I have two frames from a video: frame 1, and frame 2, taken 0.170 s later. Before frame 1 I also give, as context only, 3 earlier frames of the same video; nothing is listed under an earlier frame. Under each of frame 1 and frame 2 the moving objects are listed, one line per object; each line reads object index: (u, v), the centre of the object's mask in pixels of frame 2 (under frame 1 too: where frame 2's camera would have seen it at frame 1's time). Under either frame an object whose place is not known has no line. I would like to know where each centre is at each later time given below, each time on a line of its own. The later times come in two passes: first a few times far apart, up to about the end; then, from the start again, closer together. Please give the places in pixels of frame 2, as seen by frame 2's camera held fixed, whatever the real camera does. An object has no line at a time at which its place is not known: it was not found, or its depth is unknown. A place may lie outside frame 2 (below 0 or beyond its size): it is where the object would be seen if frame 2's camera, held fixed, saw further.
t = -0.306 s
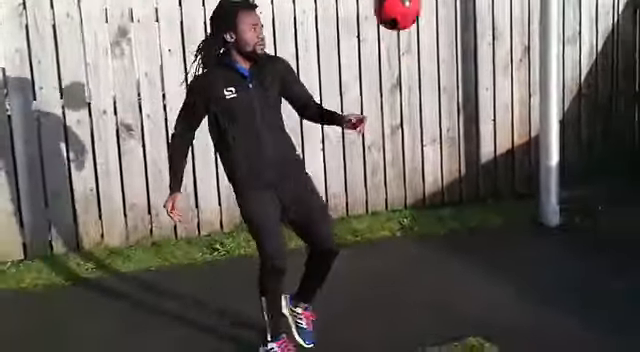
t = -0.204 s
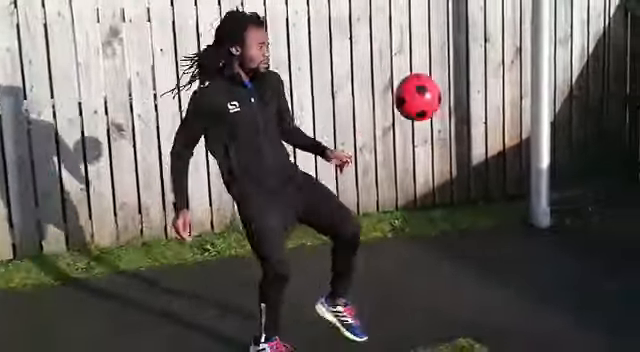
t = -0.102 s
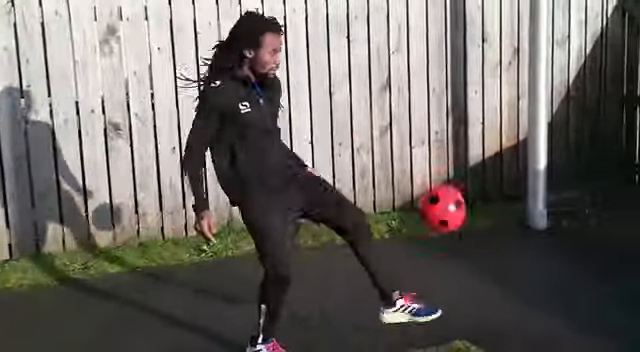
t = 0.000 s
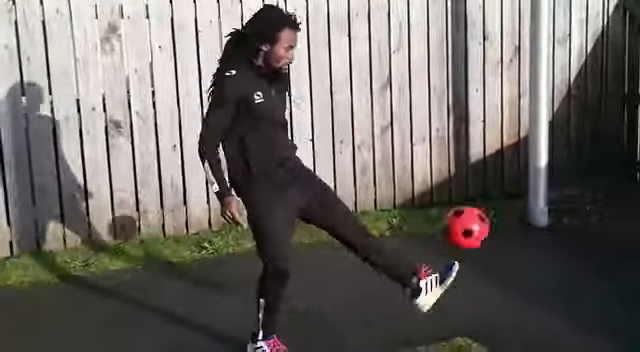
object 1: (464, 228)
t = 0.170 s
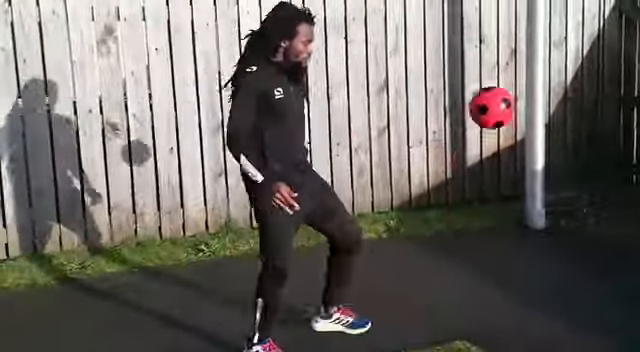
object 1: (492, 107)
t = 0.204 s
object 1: (498, 95)
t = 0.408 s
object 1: (527, 73)
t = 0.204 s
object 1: (498, 95)
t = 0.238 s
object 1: (503, 84)
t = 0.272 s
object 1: (507, 77)
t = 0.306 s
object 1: (513, 73)
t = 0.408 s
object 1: (527, 73)
